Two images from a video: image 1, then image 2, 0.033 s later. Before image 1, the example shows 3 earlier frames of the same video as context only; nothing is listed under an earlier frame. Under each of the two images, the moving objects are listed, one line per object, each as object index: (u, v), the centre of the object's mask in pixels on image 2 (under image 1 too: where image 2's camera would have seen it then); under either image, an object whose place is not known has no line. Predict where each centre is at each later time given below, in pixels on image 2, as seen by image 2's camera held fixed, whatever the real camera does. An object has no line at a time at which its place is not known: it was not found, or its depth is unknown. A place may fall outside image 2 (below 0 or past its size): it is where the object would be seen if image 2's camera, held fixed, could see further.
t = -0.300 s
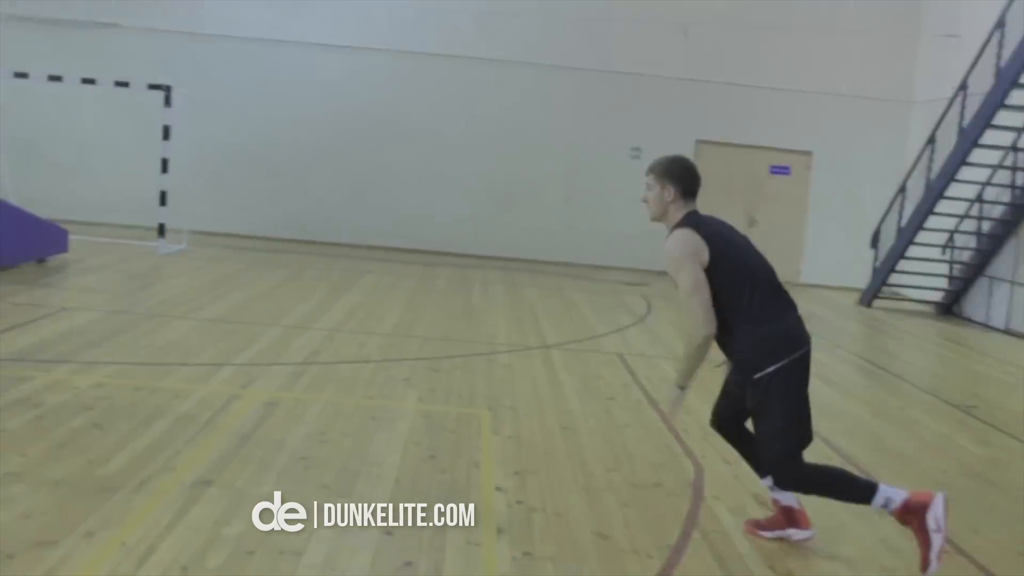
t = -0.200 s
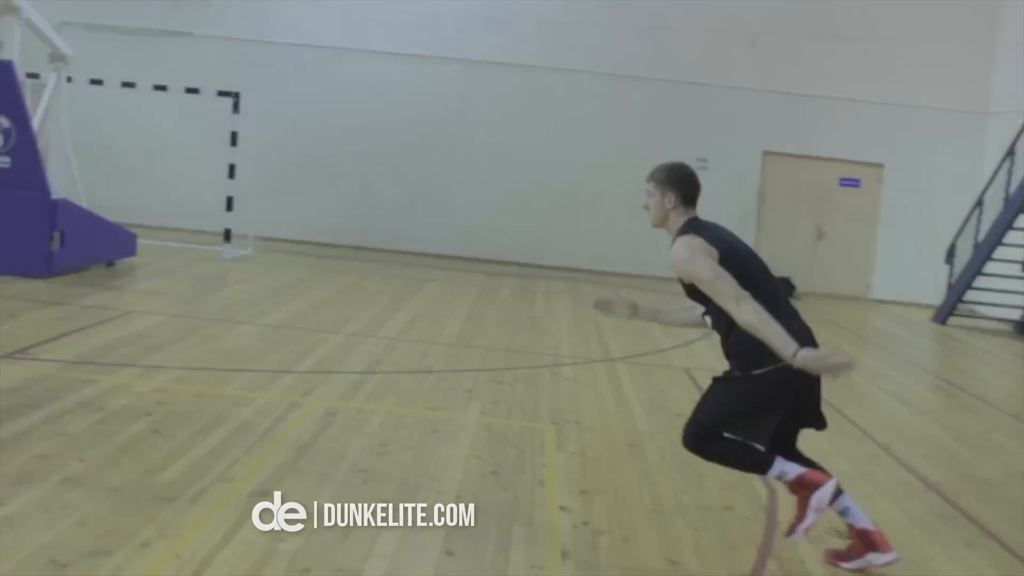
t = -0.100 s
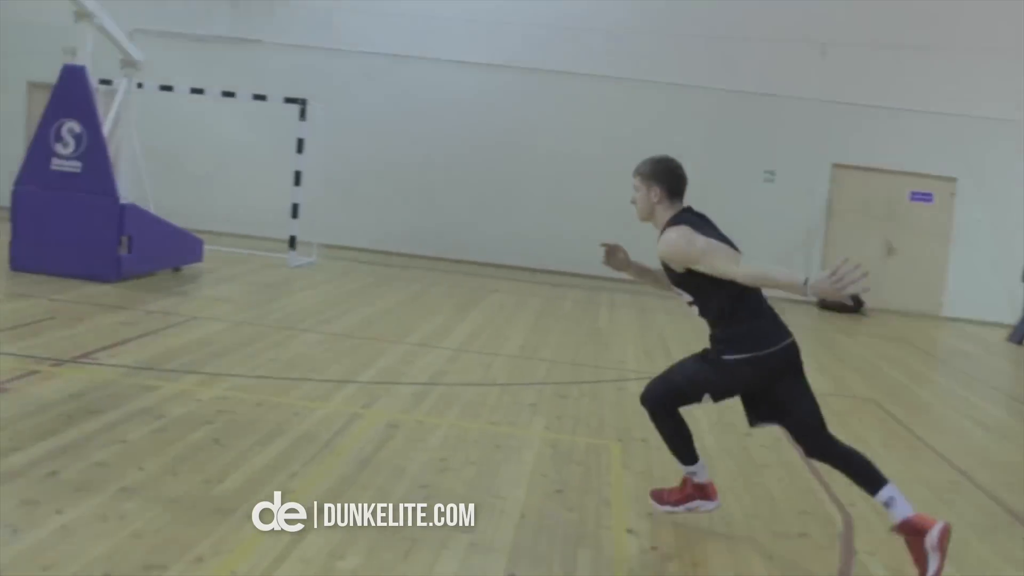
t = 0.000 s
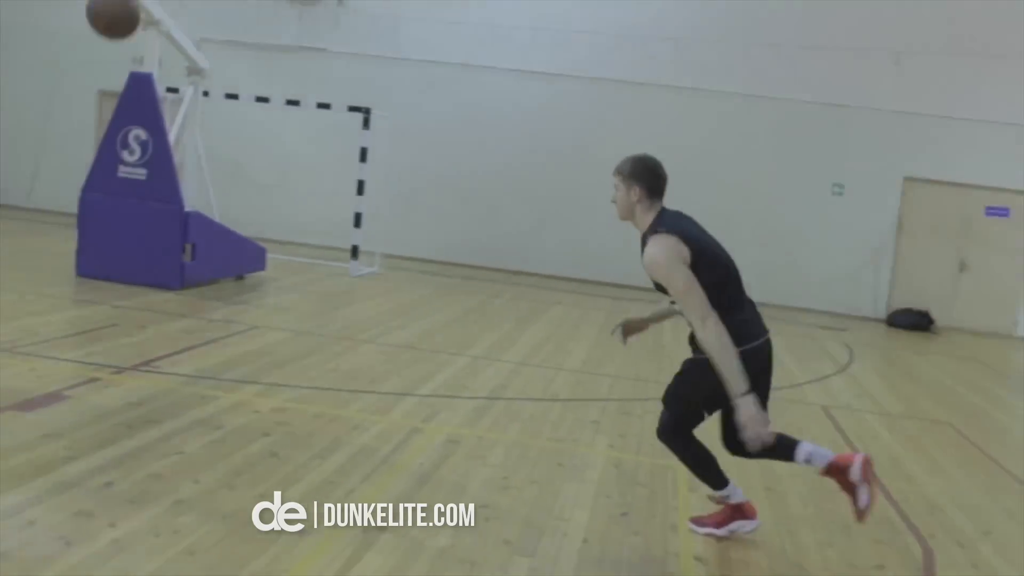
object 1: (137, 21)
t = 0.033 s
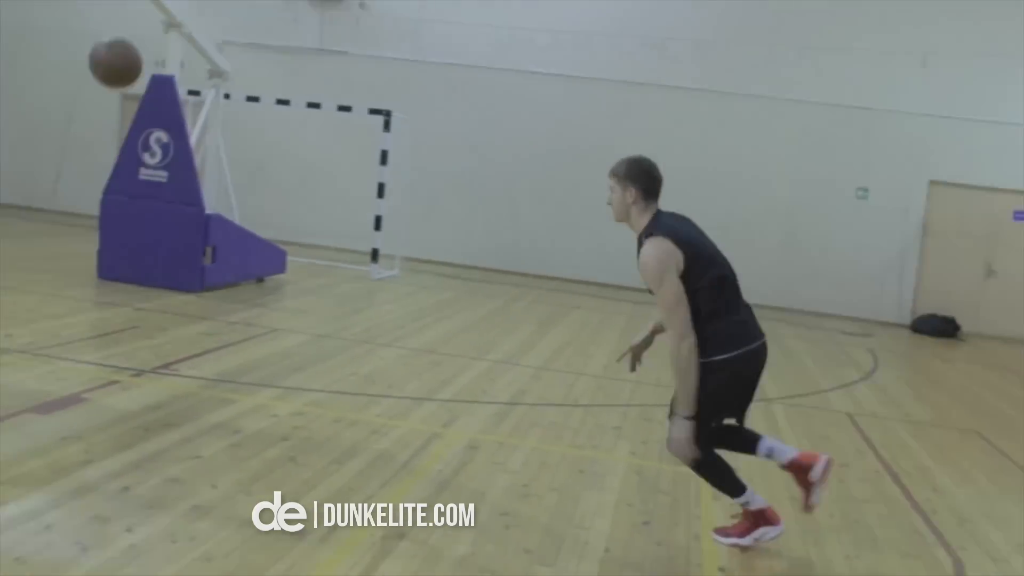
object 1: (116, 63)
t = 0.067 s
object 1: (95, 111)
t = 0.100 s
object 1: (75, 160)
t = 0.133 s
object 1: (57, 210)
